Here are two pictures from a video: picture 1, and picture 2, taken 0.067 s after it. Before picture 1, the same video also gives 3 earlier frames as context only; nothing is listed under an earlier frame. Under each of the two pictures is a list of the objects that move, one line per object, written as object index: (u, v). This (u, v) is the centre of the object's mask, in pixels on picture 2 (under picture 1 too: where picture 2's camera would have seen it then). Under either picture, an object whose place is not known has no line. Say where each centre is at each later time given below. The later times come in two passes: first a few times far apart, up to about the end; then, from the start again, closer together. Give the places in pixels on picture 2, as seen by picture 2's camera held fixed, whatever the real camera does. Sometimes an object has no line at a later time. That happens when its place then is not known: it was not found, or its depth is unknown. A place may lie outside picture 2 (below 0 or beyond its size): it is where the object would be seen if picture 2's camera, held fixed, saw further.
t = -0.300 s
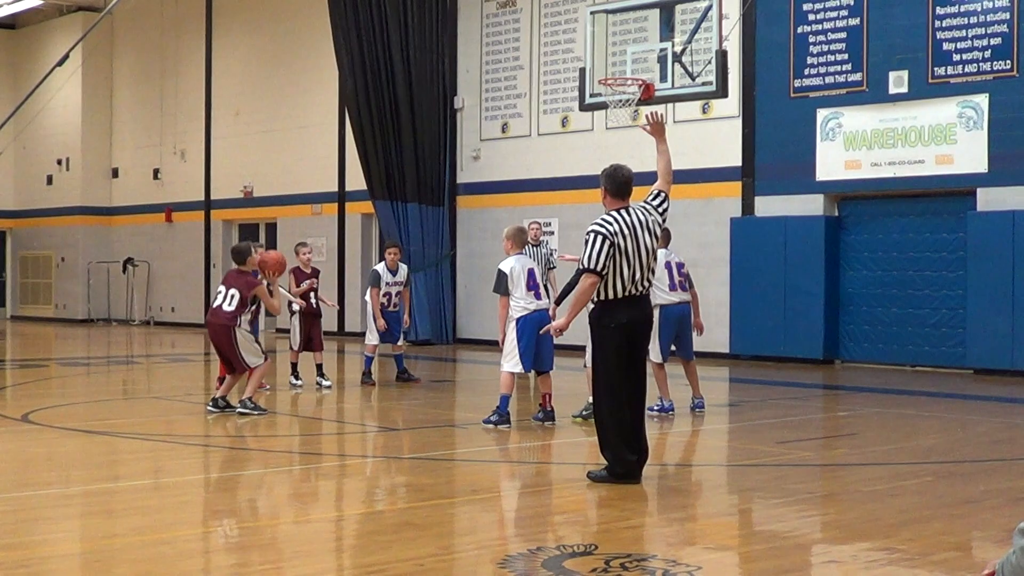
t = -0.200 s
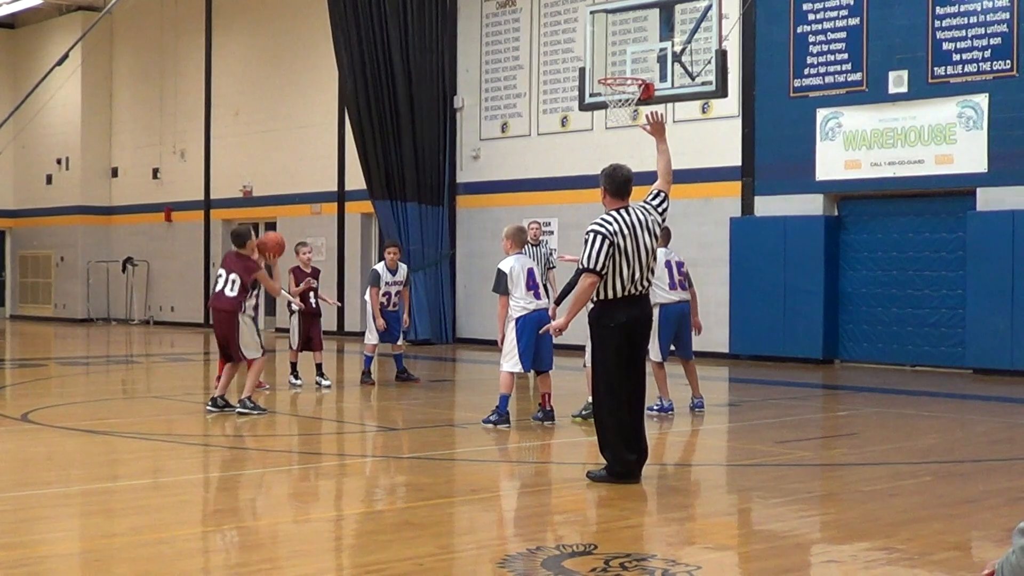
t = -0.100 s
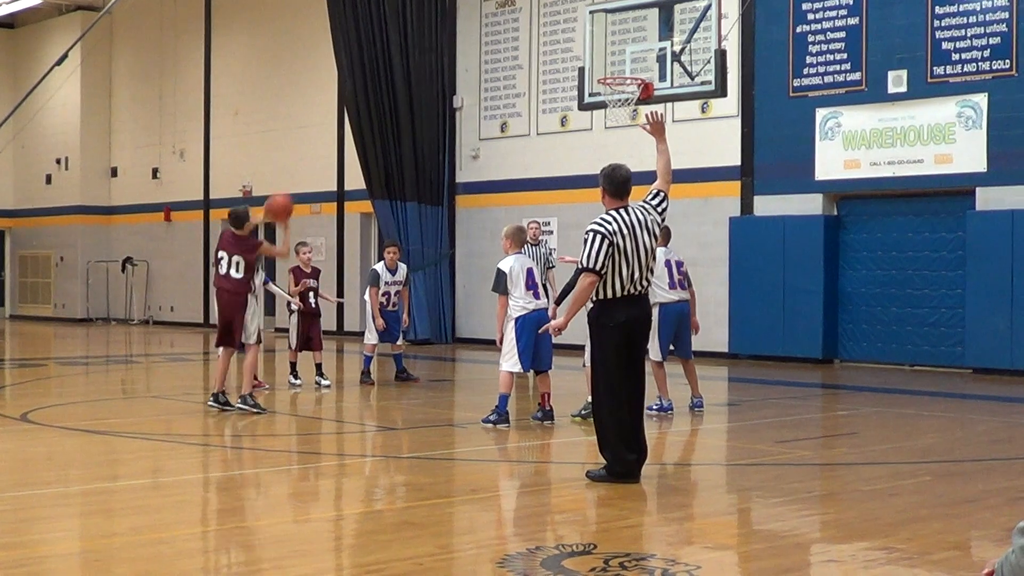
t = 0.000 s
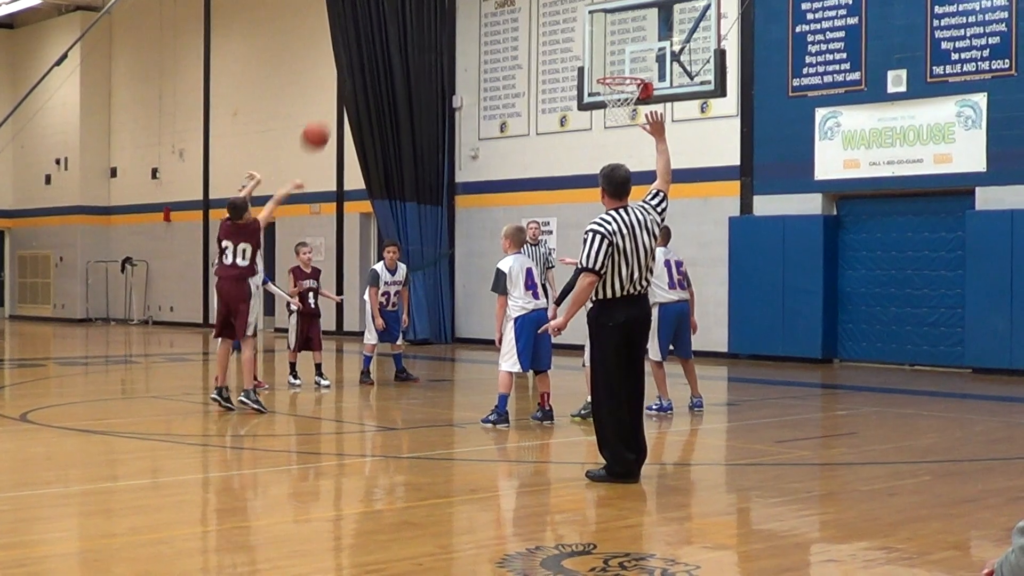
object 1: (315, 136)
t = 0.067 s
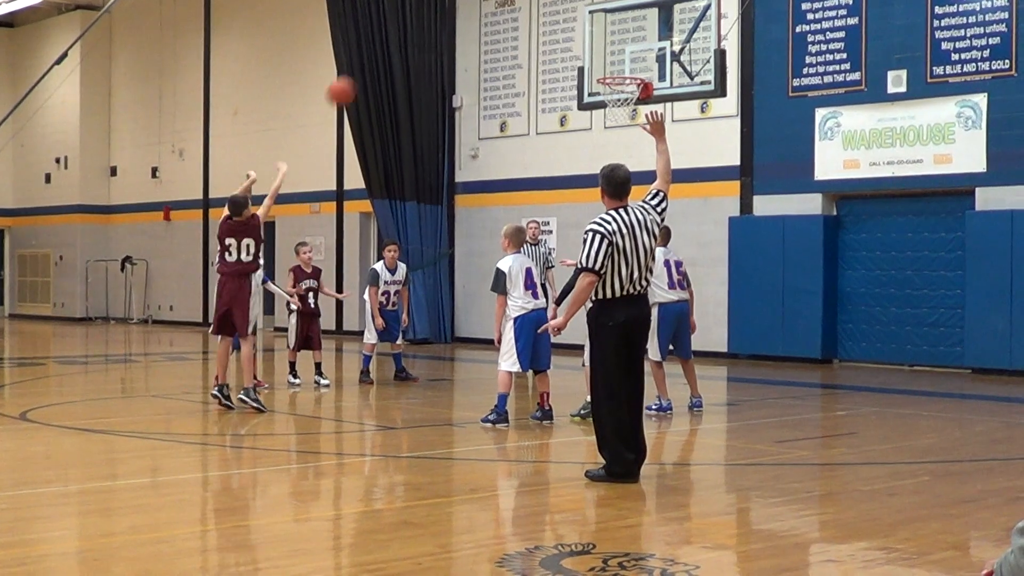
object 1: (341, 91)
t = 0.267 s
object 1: (411, 7)
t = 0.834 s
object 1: (582, 2)
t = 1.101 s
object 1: (629, 66)
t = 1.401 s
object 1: (582, 72)
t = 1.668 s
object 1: (529, 135)
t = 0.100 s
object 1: (353, 73)
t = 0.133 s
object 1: (365, 56)
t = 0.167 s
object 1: (377, 40)
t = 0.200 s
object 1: (389, 25)
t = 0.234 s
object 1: (401, 13)
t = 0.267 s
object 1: (411, 7)
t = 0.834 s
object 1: (582, 2)
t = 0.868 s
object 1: (591, 6)
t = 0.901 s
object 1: (600, 15)
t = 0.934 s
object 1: (609, 27)
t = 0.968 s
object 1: (617, 39)
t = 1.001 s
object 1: (625, 52)
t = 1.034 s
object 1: (633, 67)
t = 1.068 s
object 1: (633, 68)
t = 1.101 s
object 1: (629, 66)
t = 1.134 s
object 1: (626, 64)
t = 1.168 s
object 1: (621, 63)
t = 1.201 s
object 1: (618, 64)
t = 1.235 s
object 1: (614, 65)
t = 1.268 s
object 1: (610, 66)
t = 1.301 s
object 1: (603, 66)
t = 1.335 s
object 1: (596, 68)
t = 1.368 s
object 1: (589, 70)
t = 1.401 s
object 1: (582, 72)
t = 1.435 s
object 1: (575, 77)
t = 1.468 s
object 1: (569, 82)
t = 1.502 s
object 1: (562, 89)
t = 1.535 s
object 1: (555, 96)
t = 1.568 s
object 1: (549, 104)
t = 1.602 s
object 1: (542, 113)
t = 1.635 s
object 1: (536, 124)
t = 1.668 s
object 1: (529, 135)
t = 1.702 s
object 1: (522, 147)
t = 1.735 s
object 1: (516, 160)
